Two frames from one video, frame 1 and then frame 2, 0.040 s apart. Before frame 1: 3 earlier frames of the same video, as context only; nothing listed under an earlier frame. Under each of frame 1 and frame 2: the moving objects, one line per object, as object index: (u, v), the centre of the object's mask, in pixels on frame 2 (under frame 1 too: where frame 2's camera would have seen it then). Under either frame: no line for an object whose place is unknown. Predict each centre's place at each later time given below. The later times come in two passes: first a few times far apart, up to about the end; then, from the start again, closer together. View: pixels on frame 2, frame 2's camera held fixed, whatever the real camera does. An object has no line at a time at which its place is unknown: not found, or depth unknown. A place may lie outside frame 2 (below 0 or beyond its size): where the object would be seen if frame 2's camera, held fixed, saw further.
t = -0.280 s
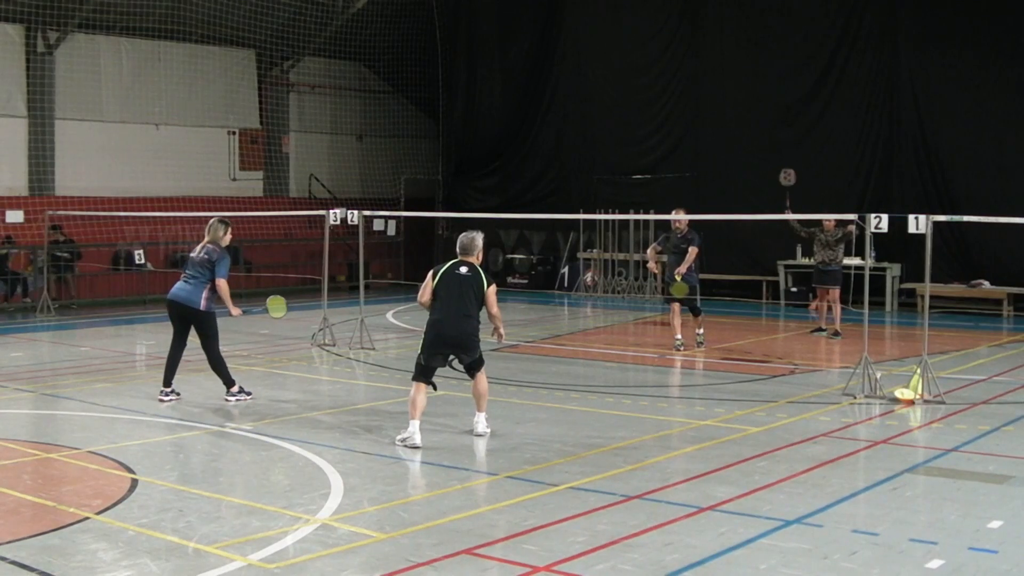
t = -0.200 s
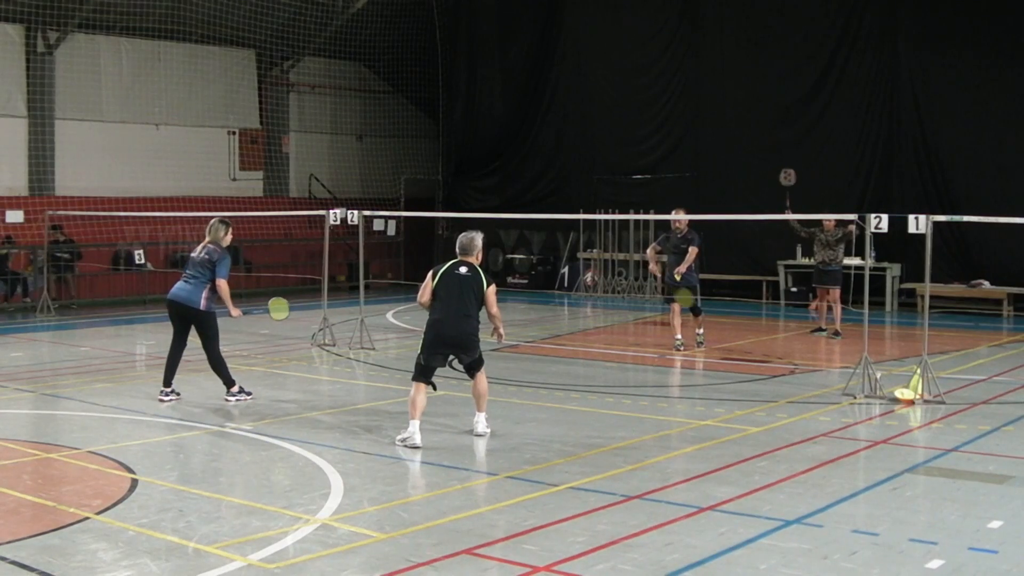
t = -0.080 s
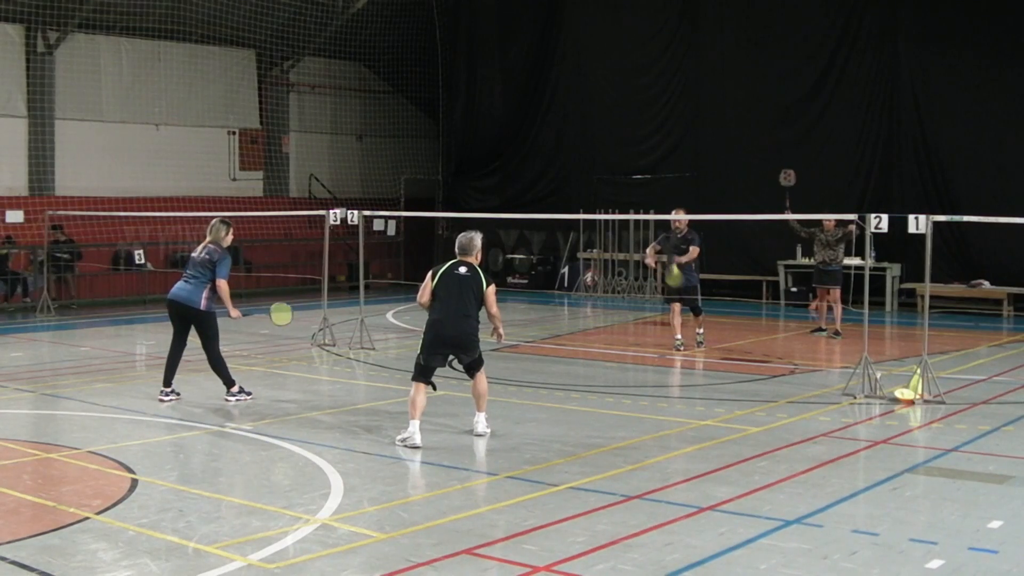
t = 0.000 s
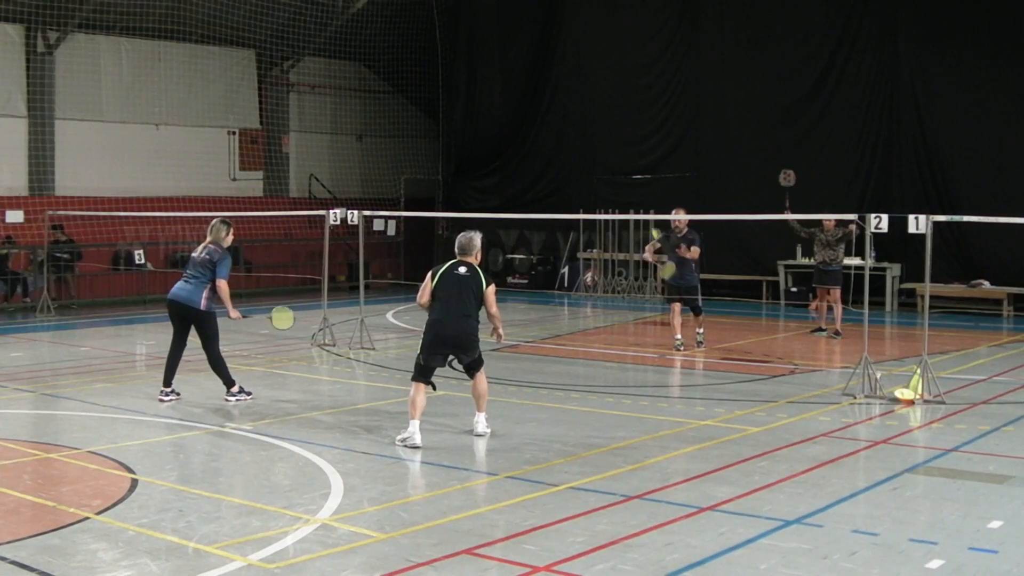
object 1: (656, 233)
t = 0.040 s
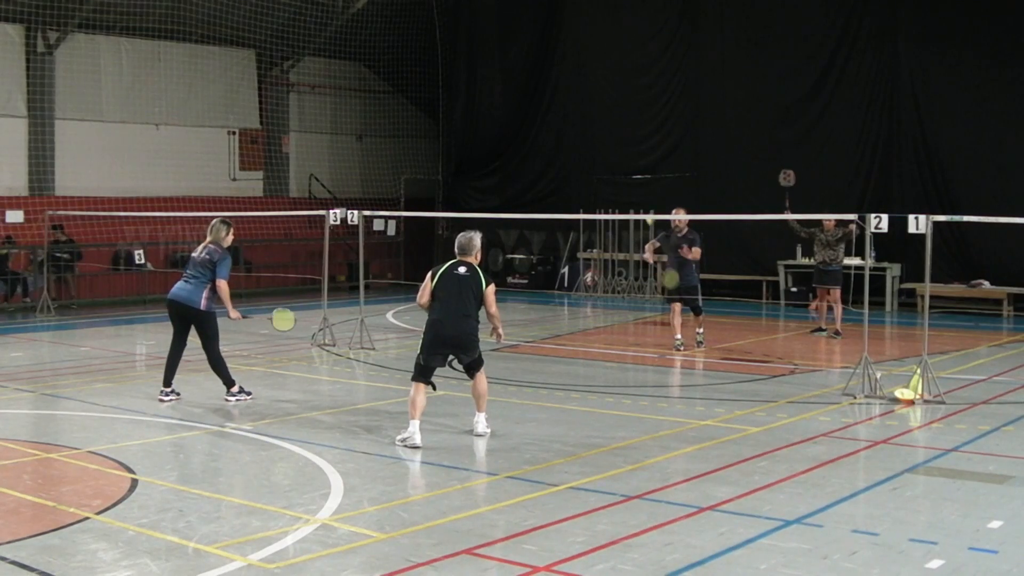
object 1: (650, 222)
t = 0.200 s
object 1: (626, 174)
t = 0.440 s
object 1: (586, 160)
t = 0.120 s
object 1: (640, 193)
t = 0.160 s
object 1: (633, 183)
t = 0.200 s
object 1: (626, 174)
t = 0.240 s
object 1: (617, 167)
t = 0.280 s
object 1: (610, 162)
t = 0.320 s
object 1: (604, 159)
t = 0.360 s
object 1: (598, 158)
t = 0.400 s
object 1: (592, 158)
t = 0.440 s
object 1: (586, 160)
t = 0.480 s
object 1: (579, 163)
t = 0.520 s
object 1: (573, 168)
